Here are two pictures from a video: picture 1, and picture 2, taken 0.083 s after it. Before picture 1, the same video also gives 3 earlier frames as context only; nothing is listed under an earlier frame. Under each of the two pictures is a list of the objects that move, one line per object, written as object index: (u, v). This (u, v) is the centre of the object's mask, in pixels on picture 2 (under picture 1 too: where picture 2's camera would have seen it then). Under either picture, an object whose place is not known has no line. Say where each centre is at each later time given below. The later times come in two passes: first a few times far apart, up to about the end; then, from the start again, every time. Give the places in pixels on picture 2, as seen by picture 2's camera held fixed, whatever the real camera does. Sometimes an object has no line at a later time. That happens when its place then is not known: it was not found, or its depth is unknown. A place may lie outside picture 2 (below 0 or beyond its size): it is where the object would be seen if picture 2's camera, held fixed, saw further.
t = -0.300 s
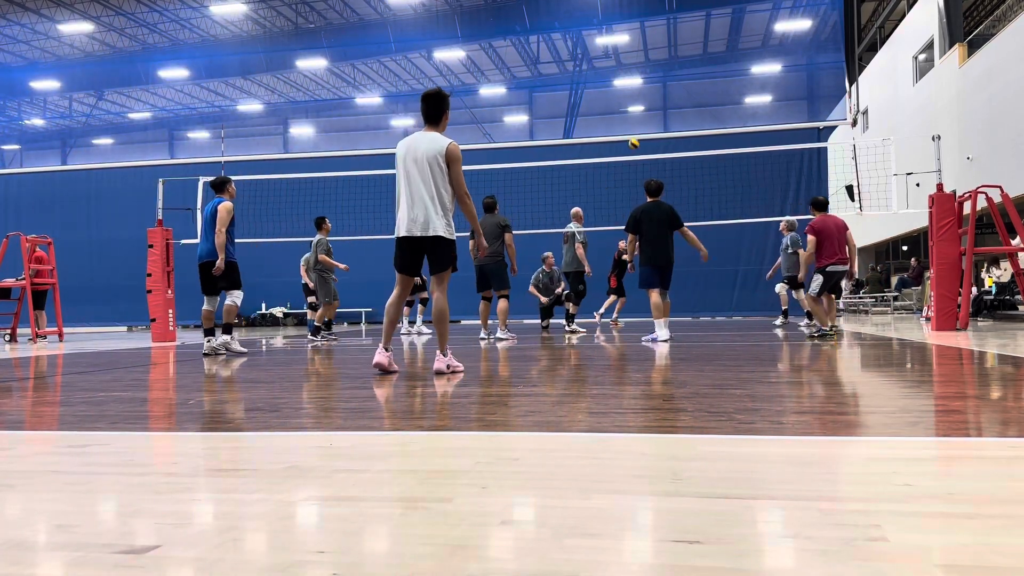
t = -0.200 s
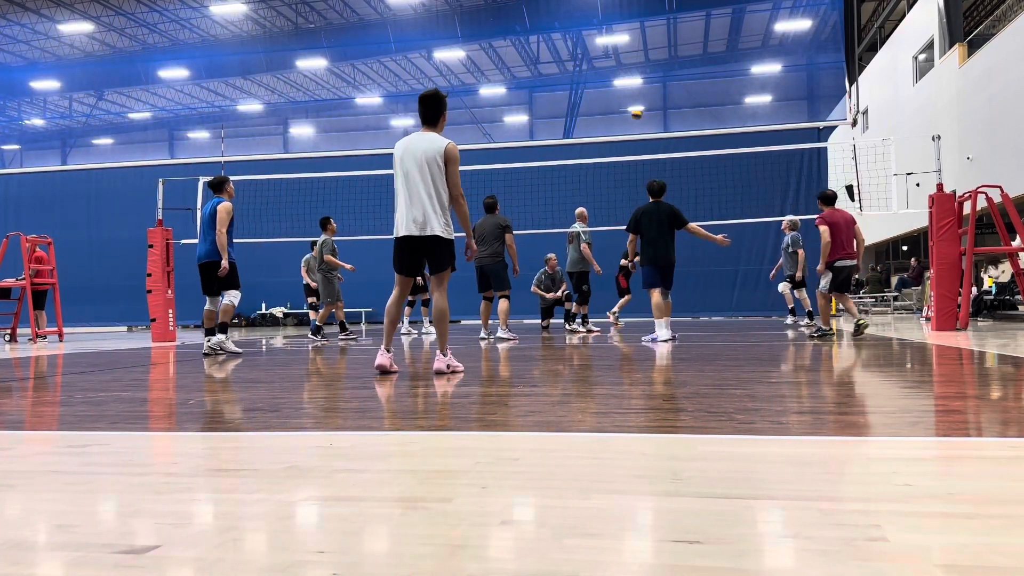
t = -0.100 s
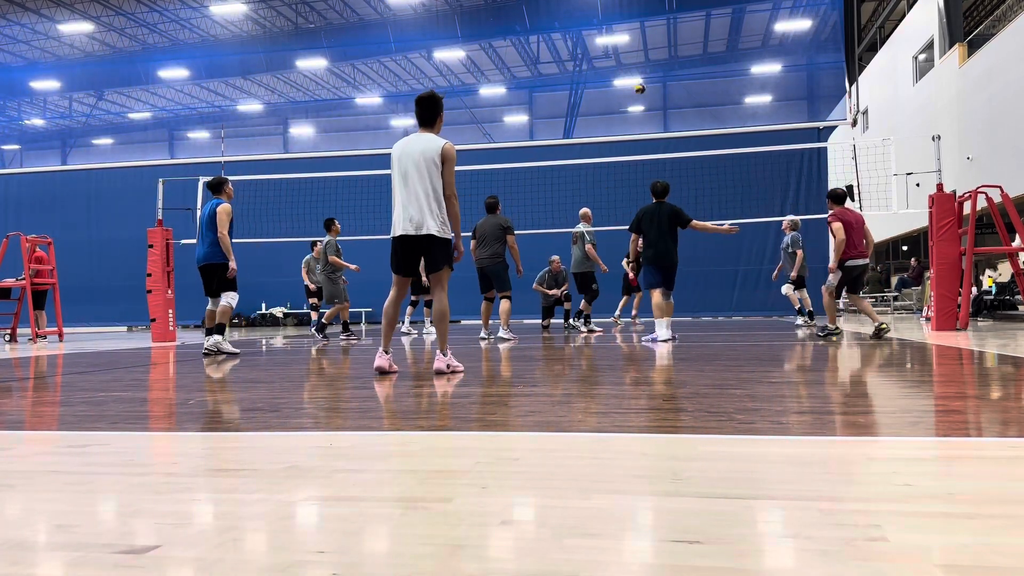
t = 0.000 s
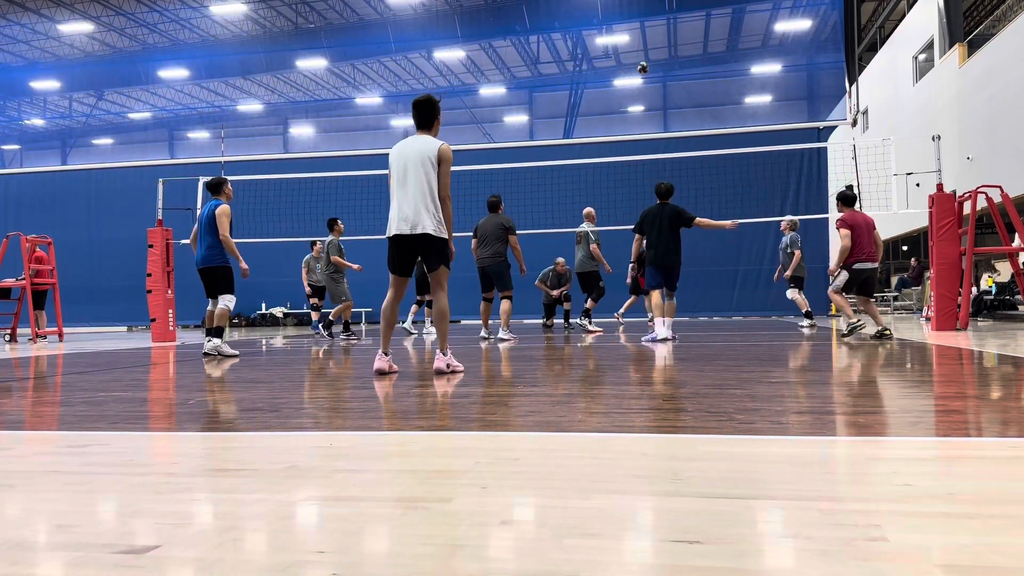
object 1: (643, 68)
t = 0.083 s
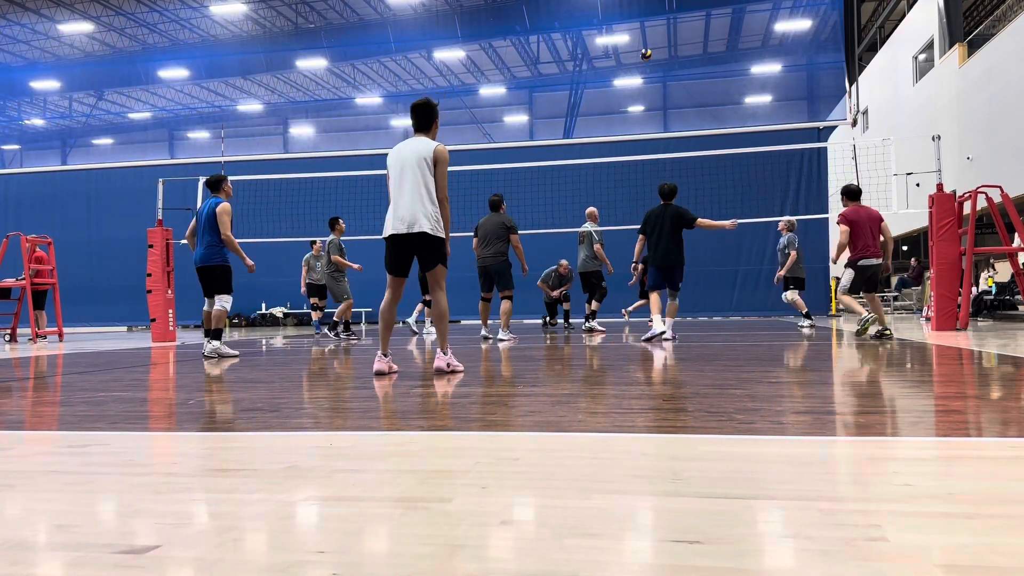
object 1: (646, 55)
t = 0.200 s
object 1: (650, 42)
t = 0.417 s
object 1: (656, 38)
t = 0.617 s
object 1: (664, 58)
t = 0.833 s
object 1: (671, 106)
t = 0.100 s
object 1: (646, 52)
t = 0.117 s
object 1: (647, 50)
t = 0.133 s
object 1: (647, 48)
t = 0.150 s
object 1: (648, 46)
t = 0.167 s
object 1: (648, 45)
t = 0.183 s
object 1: (649, 43)
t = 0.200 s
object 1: (650, 42)
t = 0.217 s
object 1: (650, 41)
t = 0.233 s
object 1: (651, 40)
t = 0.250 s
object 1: (651, 39)
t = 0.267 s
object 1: (652, 38)
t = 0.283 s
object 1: (652, 38)
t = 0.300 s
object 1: (653, 37)
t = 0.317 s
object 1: (653, 37)
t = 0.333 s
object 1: (654, 37)
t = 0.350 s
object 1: (654, 37)
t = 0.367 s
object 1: (655, 37)
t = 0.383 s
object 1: (655, 37)
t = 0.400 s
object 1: (656, 38)
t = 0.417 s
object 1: (656, 38)
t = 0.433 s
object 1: (657, 39)
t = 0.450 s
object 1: (657, 40)
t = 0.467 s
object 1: (658, 41)
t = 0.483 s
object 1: (658, 42)
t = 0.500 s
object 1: (659, 44)
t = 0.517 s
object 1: (660, 45)
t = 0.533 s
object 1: (660, 47)
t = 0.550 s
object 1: (661, 49)
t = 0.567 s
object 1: (662, 51)
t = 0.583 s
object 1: (662, 53)
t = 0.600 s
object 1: (663, 55)
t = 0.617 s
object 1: (664, 58)
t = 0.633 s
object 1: (664, 61)
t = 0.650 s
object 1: (665, 64)
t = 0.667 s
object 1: (665, 67)
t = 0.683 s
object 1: (666, 70)
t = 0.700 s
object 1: (667, 74)
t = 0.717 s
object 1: (667, 77)
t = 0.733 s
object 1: (668, 81)
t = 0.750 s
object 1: (668, 85)
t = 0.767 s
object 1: (669, 89)
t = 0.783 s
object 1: (670, 93)
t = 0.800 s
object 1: (670, 97)
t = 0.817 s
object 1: (671, 101)
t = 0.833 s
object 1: (671, 106)
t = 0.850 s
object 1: (672, 111)
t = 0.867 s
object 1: (672, 116)
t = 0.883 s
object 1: (673, 121)
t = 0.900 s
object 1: (674, 127)
